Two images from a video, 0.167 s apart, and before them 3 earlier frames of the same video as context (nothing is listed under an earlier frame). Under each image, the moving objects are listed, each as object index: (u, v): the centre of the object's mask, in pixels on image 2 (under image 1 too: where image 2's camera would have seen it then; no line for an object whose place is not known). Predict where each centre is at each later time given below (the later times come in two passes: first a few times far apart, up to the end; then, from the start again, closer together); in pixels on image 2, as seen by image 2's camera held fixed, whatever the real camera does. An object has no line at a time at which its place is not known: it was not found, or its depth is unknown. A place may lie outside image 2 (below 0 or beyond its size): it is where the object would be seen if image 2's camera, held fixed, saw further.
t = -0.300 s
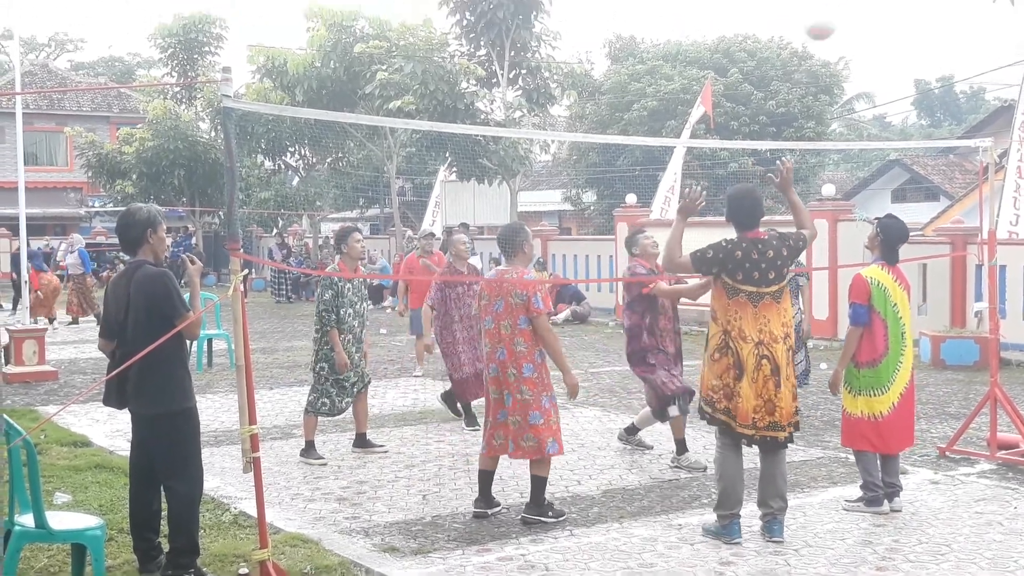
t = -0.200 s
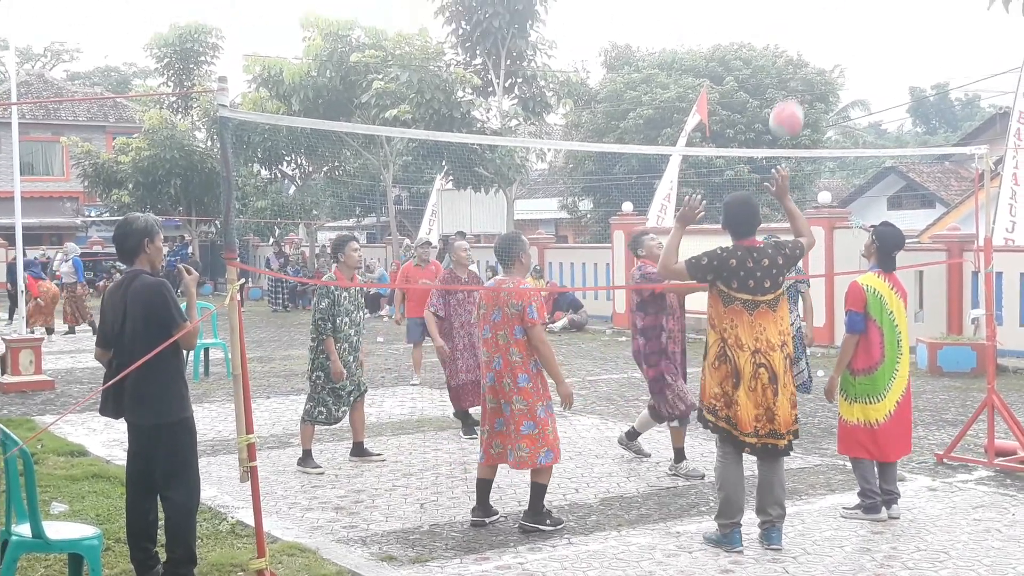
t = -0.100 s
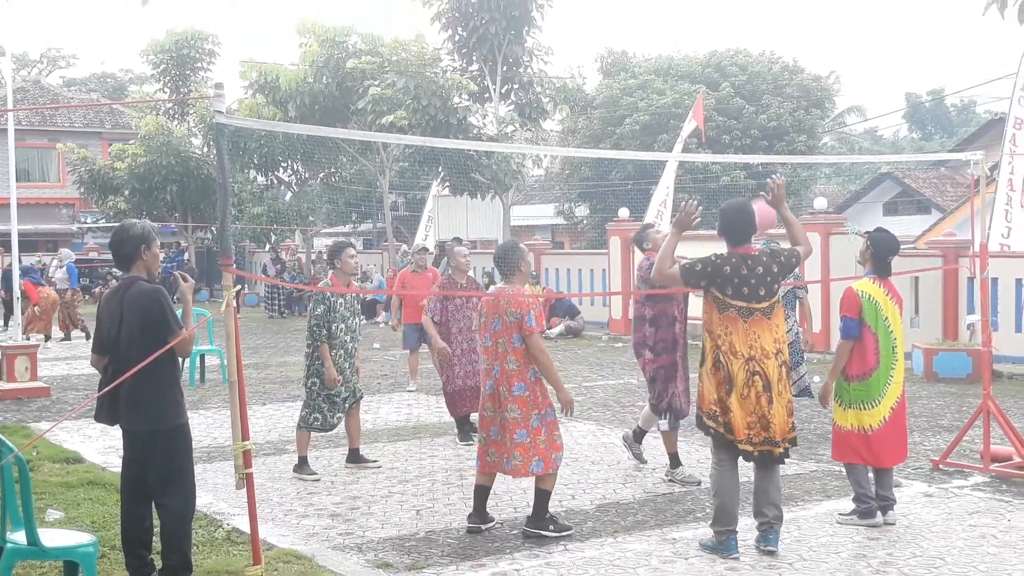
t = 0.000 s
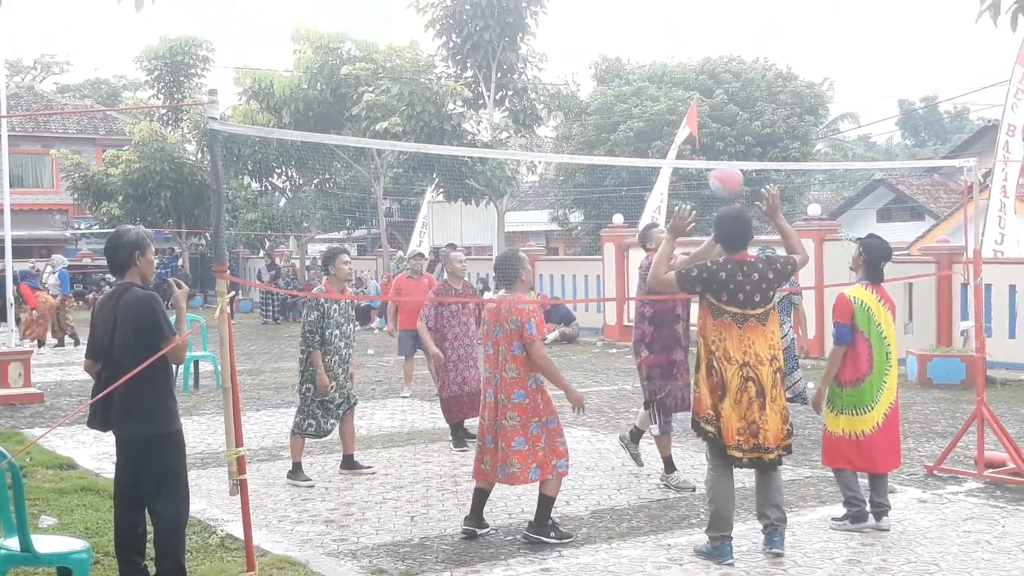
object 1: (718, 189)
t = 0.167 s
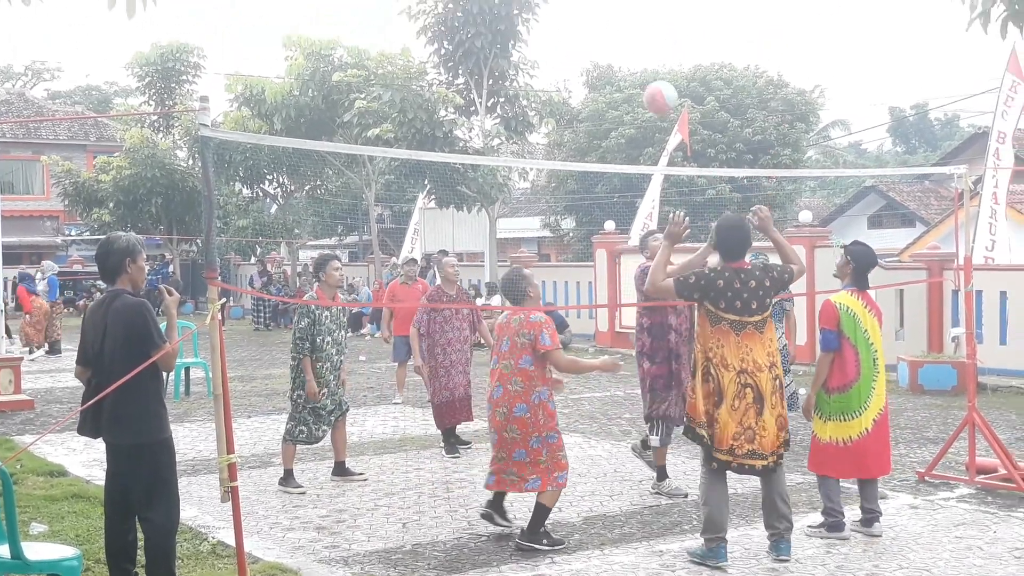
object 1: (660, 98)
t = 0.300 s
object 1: (617, 61)
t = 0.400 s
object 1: (585, 44)
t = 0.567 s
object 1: (533, 58)
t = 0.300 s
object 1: (617, 61)
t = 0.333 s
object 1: (606, 51)
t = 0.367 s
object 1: (595, 47)
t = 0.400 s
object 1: (585, 44)
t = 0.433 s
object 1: (575, 43)
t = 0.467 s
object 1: (565, 43)
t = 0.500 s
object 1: (554, 46)
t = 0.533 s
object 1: (543, 50)
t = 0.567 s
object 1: (533, 58)
